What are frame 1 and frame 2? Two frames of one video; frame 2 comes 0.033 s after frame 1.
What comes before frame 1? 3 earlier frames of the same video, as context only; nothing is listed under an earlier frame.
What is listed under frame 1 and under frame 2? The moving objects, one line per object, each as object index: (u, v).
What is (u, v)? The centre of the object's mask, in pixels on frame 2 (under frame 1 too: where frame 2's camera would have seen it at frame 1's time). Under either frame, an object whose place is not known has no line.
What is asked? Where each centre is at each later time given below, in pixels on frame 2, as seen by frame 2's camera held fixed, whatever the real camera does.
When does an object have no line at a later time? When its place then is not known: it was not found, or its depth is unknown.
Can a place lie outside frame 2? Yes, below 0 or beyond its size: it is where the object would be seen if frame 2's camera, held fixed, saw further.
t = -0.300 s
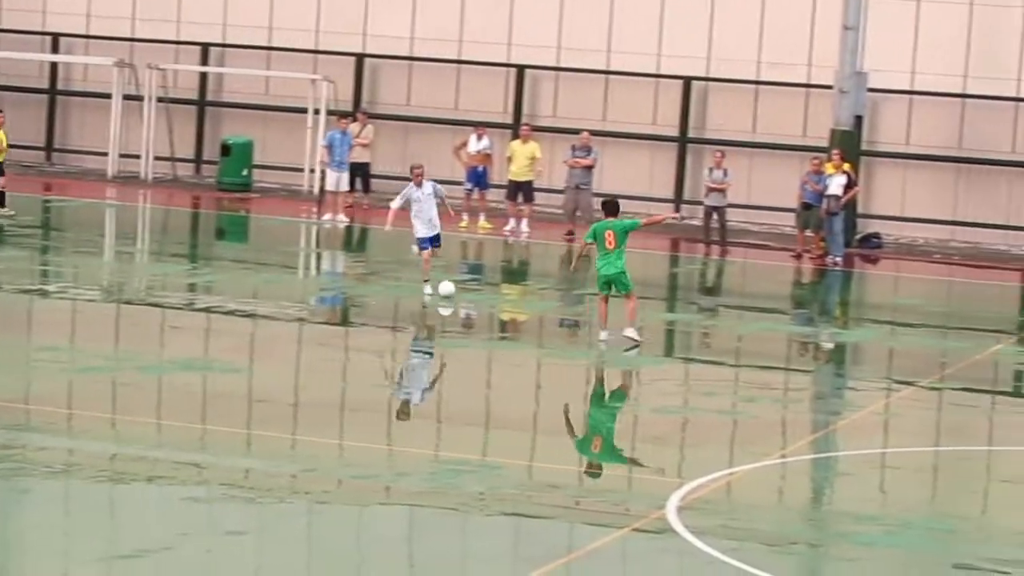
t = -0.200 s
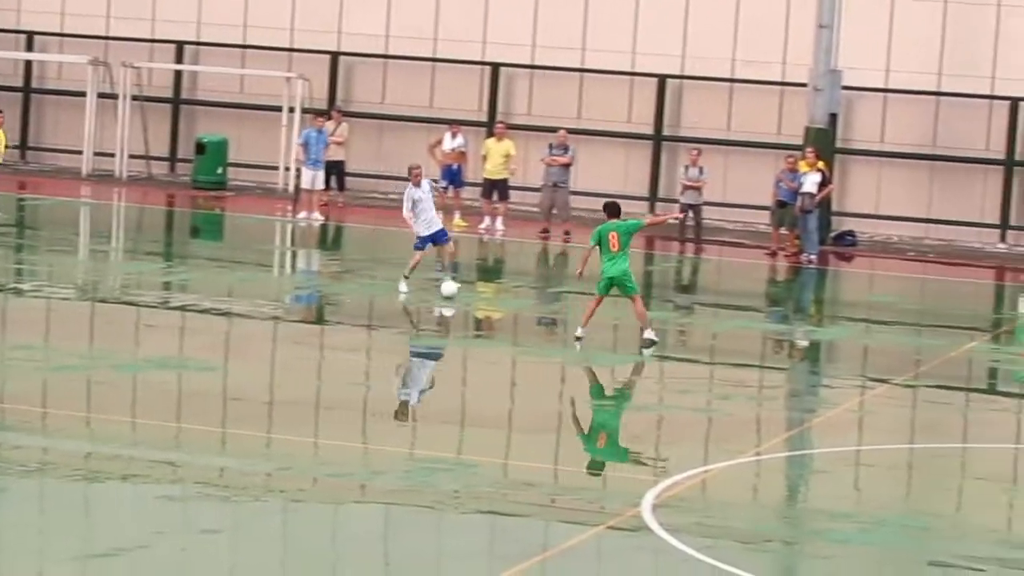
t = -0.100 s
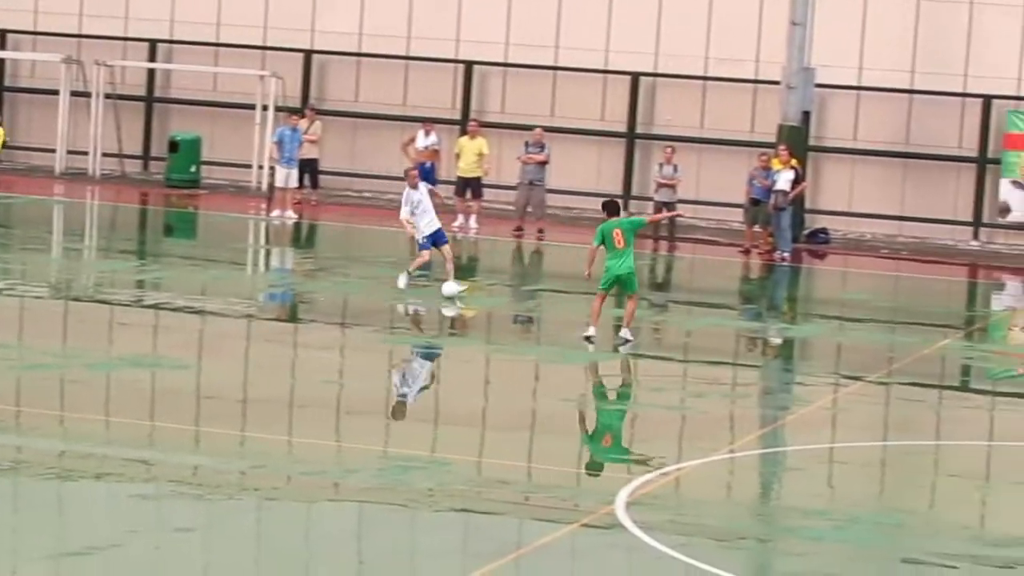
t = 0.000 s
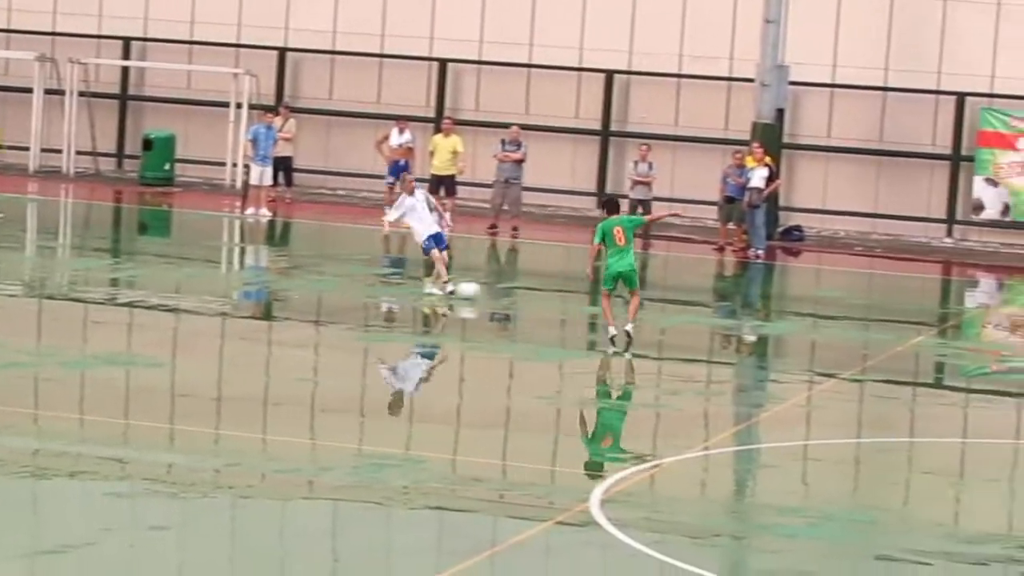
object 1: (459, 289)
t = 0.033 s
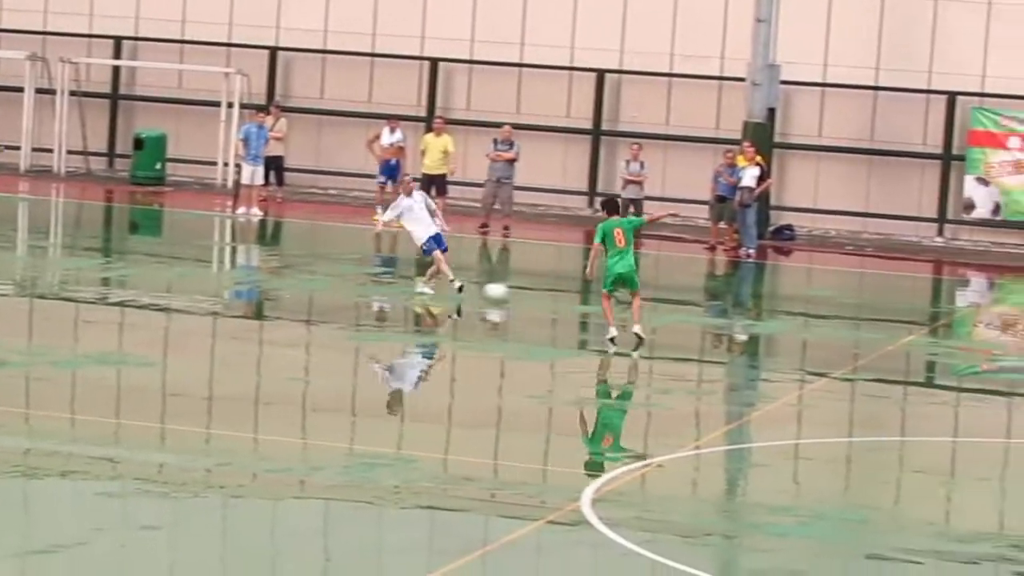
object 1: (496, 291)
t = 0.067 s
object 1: (532, 294)
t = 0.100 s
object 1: (568, 298)
